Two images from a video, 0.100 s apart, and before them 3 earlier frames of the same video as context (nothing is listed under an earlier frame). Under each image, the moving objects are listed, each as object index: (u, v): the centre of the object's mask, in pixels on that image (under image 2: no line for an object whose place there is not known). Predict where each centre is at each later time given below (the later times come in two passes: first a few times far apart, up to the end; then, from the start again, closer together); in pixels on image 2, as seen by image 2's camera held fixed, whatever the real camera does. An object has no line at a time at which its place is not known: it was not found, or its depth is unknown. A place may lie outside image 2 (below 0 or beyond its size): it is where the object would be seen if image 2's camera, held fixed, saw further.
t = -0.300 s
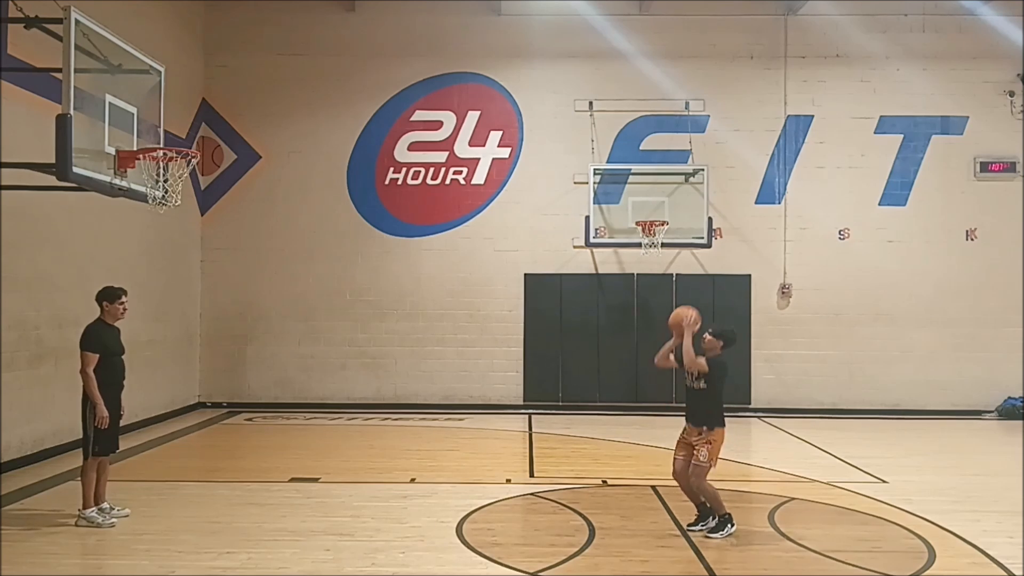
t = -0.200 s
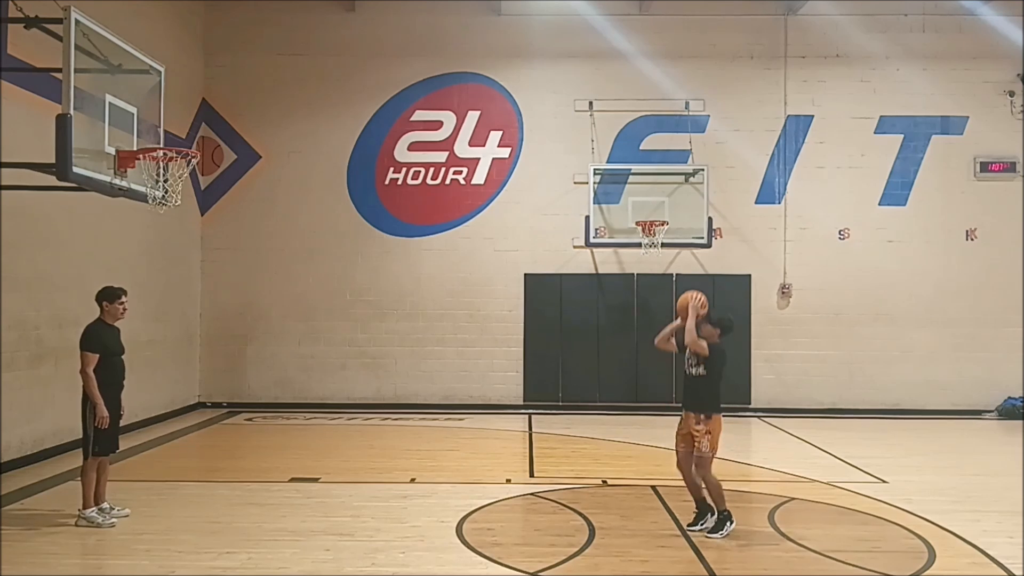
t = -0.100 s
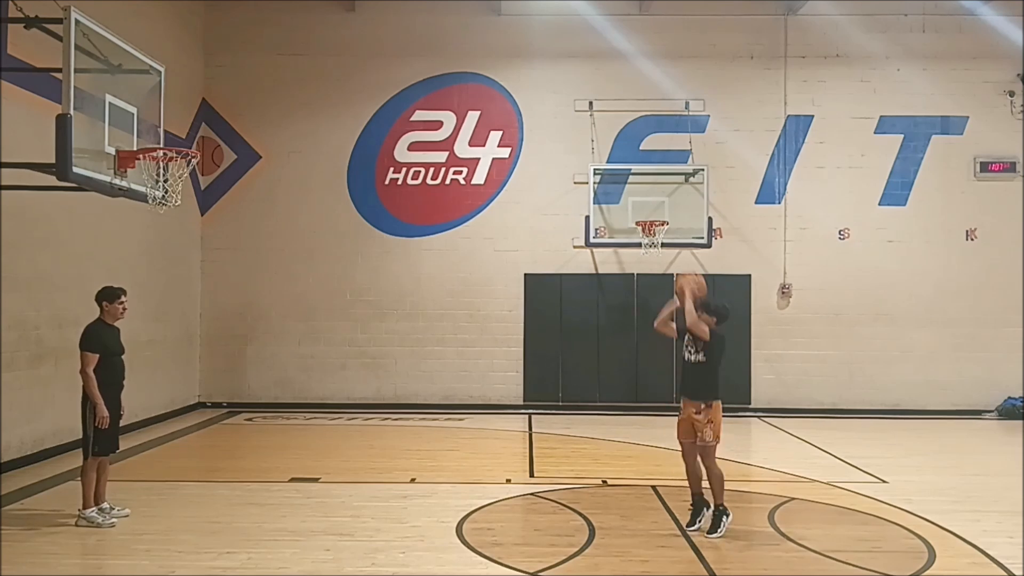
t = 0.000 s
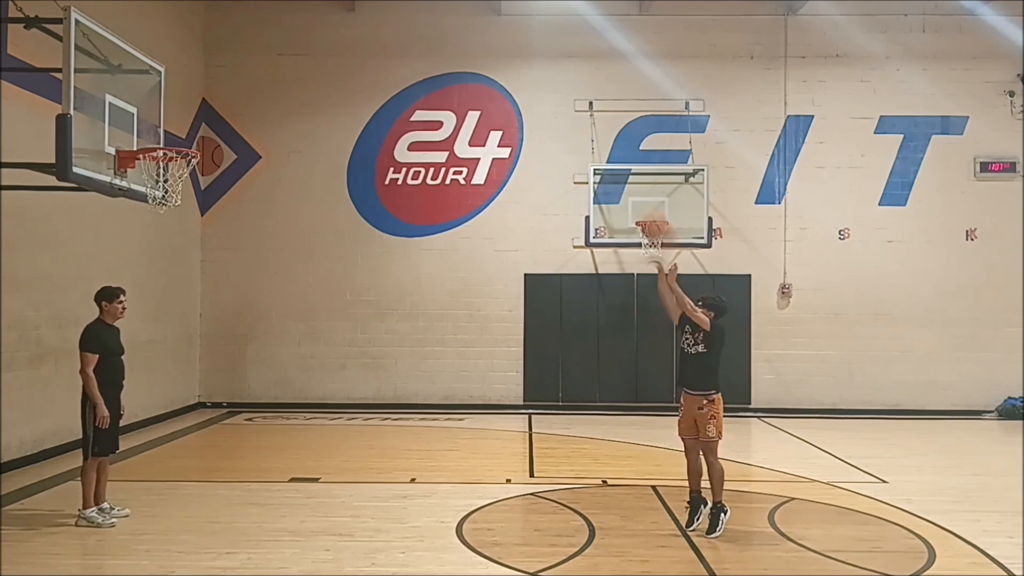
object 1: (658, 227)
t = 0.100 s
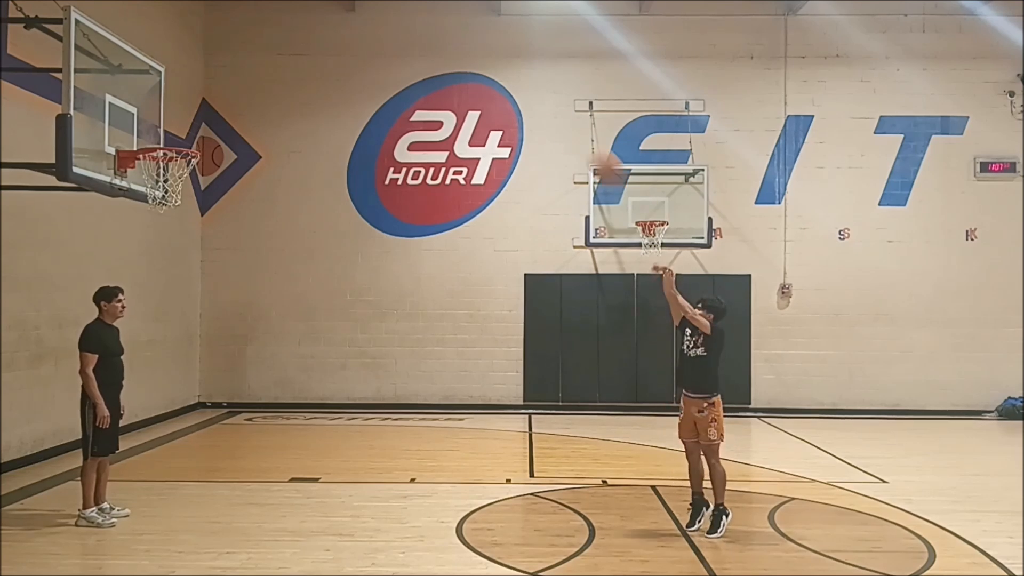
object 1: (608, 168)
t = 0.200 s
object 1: (555, 118)
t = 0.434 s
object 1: (442, 45)
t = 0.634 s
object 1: (346, 37)
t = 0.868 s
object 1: (235, 88)
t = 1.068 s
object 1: (150, 175)
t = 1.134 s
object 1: (149, 209)
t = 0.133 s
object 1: (589, 150)
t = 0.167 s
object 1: (573, 134)
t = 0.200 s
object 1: (555, 118)
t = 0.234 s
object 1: (540, 104)
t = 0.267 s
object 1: (524, 90)
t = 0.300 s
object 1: (507, 77)
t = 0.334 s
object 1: (490, 66)
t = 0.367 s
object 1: (474, 59)
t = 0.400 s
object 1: (457, 51)
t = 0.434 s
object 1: (442, 45)
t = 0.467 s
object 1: (426, 41)
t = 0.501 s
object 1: (410, 37)
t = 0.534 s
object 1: (395, 35)
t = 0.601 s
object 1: (363, 34)
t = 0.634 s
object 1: (346, 37)
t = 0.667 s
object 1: (330, 40)
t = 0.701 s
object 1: (314, 45)
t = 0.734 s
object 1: (298, 51)
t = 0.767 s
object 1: (283, 58)
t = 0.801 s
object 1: (268, 66)
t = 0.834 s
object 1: (251, 76)
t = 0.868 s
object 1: (235, 88)
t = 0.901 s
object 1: (219, 101)
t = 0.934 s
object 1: (203, 113)
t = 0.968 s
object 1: (186, 130)
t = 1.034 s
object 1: (157, 166)
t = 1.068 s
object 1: (150, 175)
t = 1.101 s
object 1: (150, 191)
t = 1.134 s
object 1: (149, 209)
